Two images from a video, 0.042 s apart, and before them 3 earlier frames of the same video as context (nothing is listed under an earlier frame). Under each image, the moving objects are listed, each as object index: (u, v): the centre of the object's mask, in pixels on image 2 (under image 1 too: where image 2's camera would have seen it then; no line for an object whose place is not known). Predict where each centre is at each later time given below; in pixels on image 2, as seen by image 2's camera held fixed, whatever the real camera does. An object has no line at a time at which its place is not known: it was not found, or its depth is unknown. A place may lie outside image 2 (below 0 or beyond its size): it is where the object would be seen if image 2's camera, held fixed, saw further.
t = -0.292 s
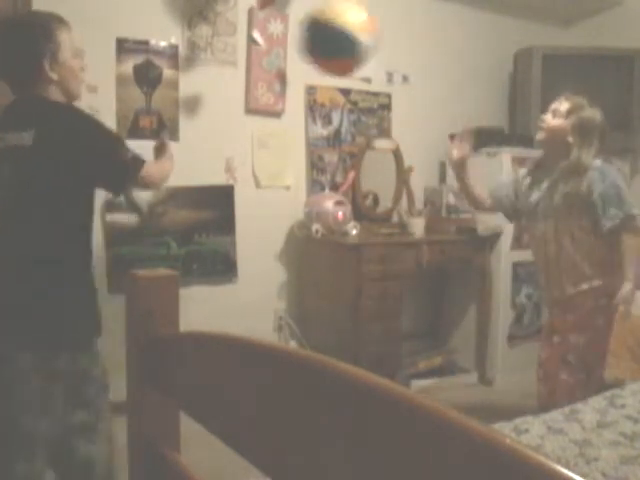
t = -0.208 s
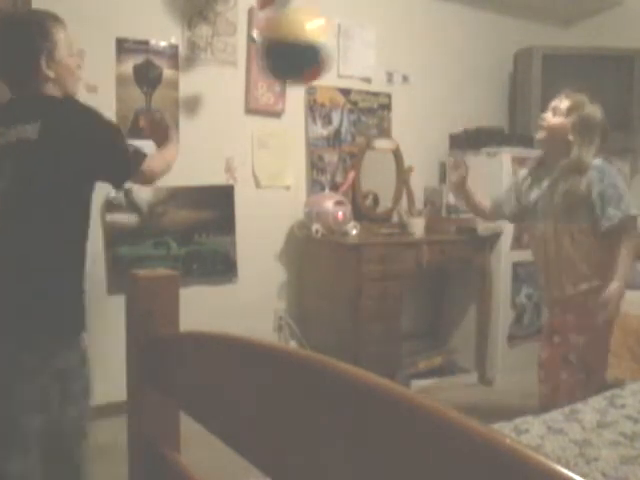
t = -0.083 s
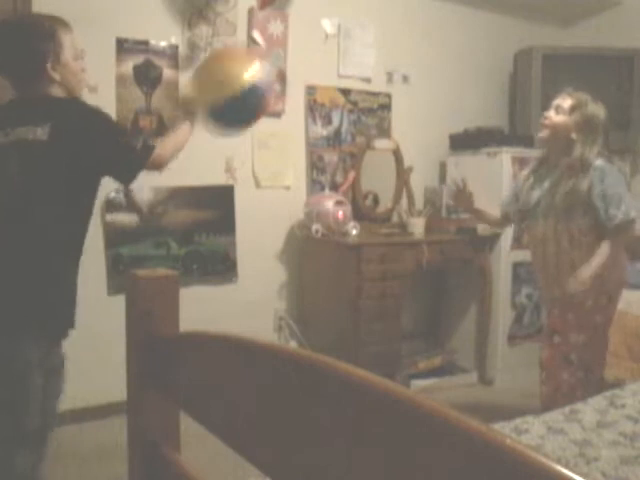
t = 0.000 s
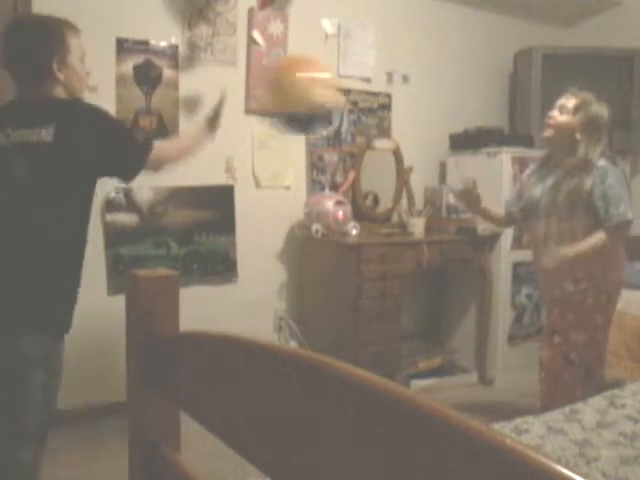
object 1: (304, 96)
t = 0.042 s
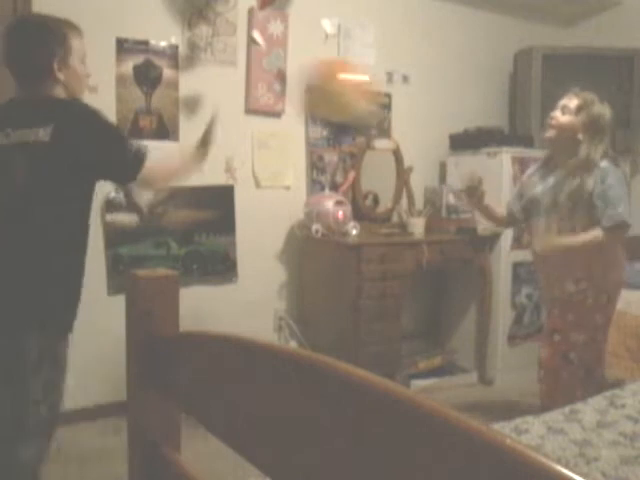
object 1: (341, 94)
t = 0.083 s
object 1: (378, 102)
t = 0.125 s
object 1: (411, 113)
